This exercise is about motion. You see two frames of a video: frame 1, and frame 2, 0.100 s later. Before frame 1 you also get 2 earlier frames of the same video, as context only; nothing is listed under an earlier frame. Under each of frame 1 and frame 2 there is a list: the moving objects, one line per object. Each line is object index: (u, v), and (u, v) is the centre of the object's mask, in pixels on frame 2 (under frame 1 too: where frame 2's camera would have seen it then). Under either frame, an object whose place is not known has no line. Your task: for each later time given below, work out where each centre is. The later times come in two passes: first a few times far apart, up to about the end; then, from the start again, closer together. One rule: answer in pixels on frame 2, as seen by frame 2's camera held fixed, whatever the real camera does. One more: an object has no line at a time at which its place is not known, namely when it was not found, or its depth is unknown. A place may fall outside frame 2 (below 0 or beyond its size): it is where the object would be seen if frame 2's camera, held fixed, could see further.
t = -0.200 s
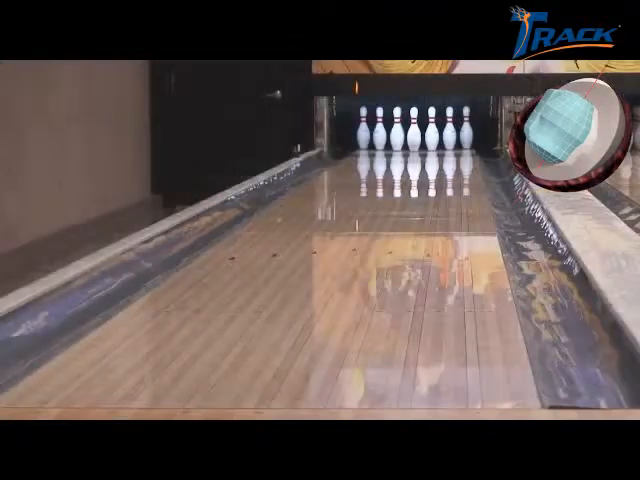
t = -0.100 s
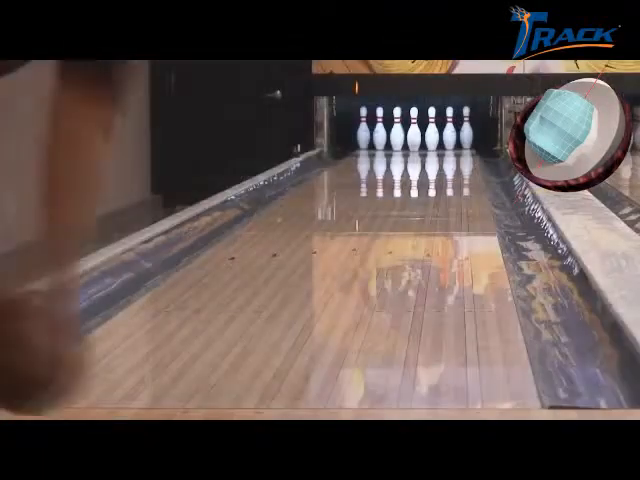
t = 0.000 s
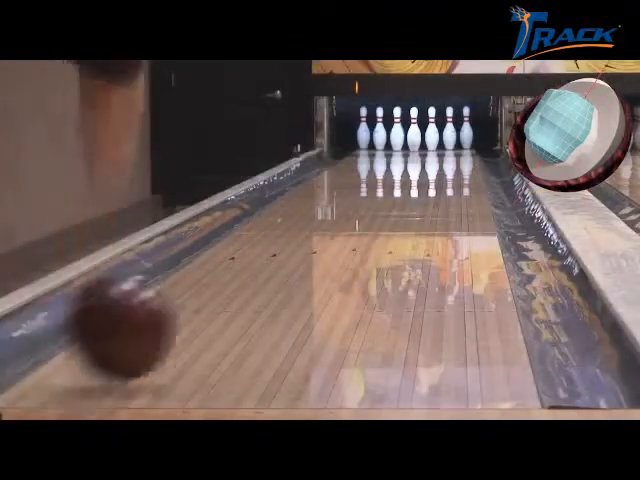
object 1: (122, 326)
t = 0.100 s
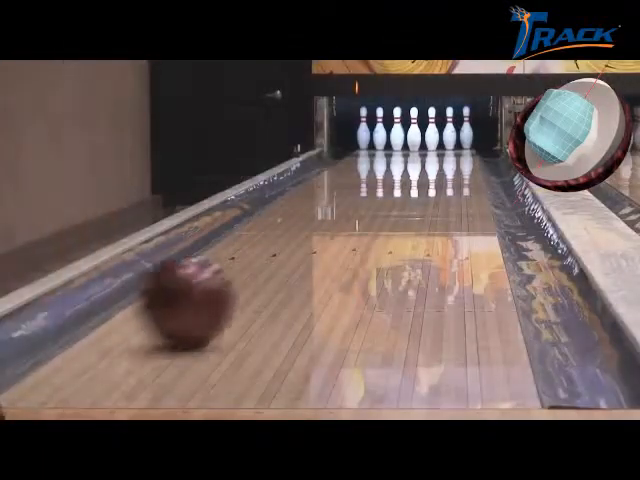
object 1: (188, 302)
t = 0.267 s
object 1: (263, 261)
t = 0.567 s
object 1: (346, 216)
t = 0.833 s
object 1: (389, 191)
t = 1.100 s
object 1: (419, 175)
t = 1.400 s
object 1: (440, 161)
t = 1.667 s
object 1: (449, 153)
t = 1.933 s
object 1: (444, 146)
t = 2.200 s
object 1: (428, 140)
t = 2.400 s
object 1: (418, 139)
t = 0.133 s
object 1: (205, 293)
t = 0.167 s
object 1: (222, 284)
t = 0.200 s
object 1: (237, 274)
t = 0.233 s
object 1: (250, 267)
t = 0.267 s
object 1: (263, 261)
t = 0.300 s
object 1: (275, 255)
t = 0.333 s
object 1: (286, 249)
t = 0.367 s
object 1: (296, 244)
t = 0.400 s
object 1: (306, 238)
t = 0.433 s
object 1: (315, 233)
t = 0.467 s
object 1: (324, 228)
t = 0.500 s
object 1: (331, 223)
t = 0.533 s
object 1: (338, 220)
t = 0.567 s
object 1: (346, 216)
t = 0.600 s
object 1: (352, 212)
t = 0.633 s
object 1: (358, 209)
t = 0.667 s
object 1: (364, 206)
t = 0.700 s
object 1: (369, 203)
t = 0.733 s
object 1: (375, 200)
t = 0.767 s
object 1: (380, 196)
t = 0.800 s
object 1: (385, 193)
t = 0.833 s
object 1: (389, 191)
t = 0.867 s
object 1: (394, 189)
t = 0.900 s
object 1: (398, 187)
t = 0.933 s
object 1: (402, 184)
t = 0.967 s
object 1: (405, 182)
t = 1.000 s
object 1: (409, 180)
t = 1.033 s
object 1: (413, 178)
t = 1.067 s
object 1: (416, 177)
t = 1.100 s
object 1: (419, 175)
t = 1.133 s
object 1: (421, 173)
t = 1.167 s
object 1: (424, 171)
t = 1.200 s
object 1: (426, 170)
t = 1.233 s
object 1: (429, 169)
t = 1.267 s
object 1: (432, 167)
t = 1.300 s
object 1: (435, 166)
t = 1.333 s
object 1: (437, 164)
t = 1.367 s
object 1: (439, 162)
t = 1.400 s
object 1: (440, 161)
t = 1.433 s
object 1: (441, 160)
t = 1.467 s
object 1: (445, 158)
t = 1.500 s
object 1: (446, 158)
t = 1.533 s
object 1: (447, 157)
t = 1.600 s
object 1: (448, 154)
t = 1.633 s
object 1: (448, 154)
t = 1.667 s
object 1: (449, 153)
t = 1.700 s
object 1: (448, 153)
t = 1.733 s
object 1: (448, 152)
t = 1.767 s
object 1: (448, 151)
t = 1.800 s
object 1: (447, 149)
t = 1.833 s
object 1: (446, 148)
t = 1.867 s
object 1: (445, 147)
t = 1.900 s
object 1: (444, 146)
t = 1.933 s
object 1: (444, 146)
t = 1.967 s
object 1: (442, 145)
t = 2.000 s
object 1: (440, 144)
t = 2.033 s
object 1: (438, 143)
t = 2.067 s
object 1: (437, 143)
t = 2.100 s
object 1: (436, 142)
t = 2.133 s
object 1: (434, 142)
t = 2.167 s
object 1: (430, 140)
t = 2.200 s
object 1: (428, 140)
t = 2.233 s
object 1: (425, 139)
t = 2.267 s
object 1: (423, 139)
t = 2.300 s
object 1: (423, 139)
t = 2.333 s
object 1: (421, 139)
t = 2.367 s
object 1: (419, 139)
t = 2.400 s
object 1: (418, 139)
